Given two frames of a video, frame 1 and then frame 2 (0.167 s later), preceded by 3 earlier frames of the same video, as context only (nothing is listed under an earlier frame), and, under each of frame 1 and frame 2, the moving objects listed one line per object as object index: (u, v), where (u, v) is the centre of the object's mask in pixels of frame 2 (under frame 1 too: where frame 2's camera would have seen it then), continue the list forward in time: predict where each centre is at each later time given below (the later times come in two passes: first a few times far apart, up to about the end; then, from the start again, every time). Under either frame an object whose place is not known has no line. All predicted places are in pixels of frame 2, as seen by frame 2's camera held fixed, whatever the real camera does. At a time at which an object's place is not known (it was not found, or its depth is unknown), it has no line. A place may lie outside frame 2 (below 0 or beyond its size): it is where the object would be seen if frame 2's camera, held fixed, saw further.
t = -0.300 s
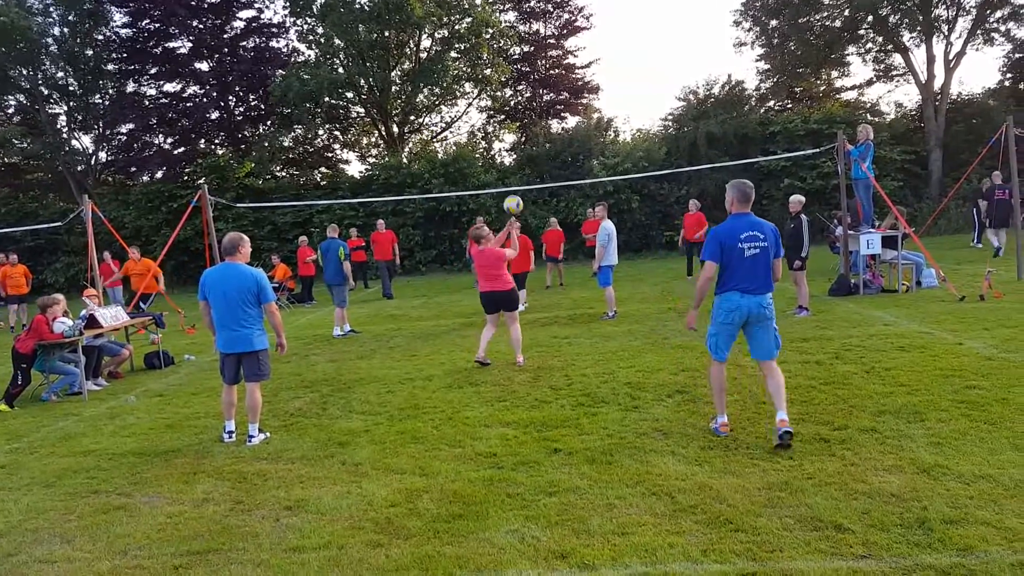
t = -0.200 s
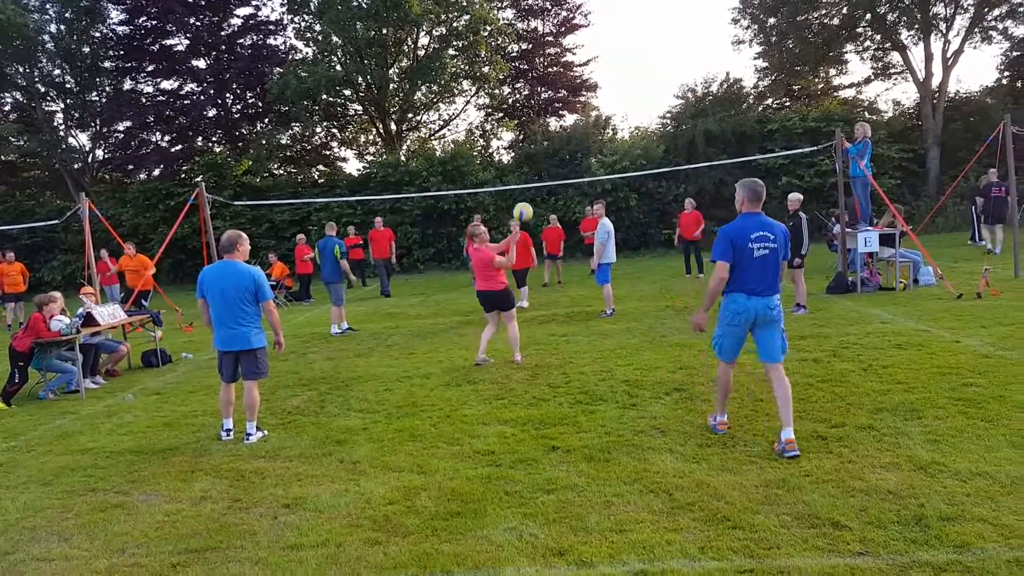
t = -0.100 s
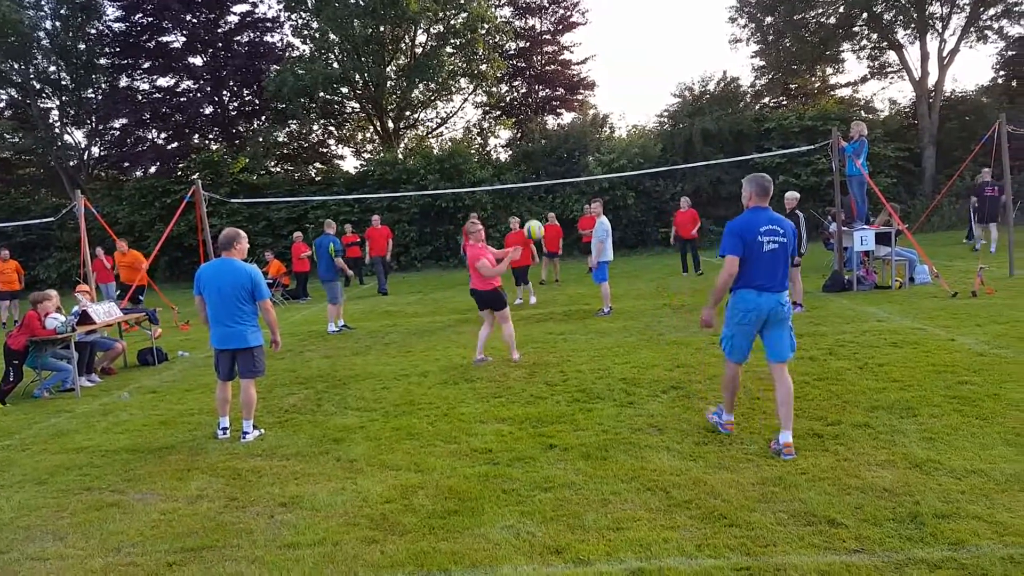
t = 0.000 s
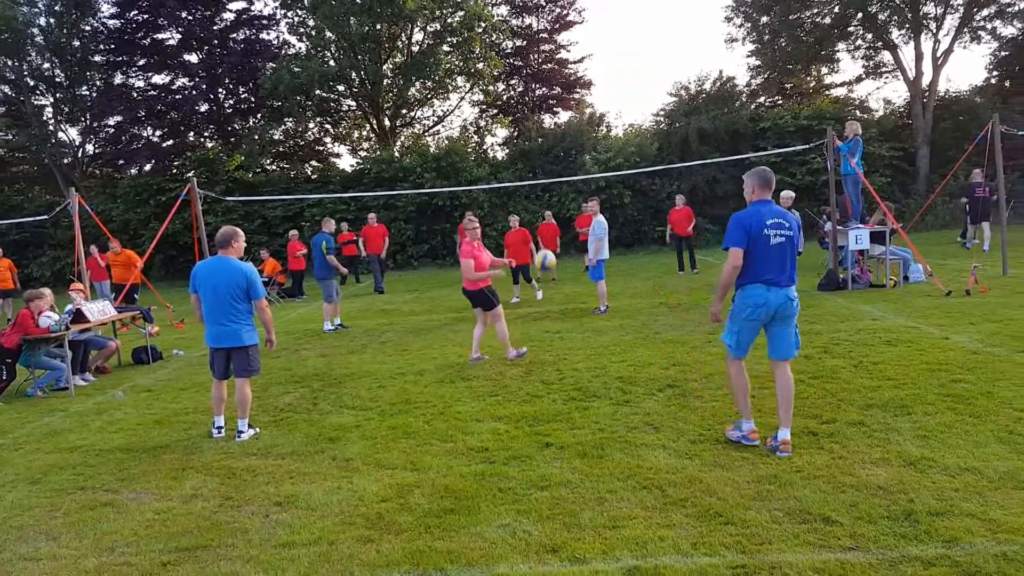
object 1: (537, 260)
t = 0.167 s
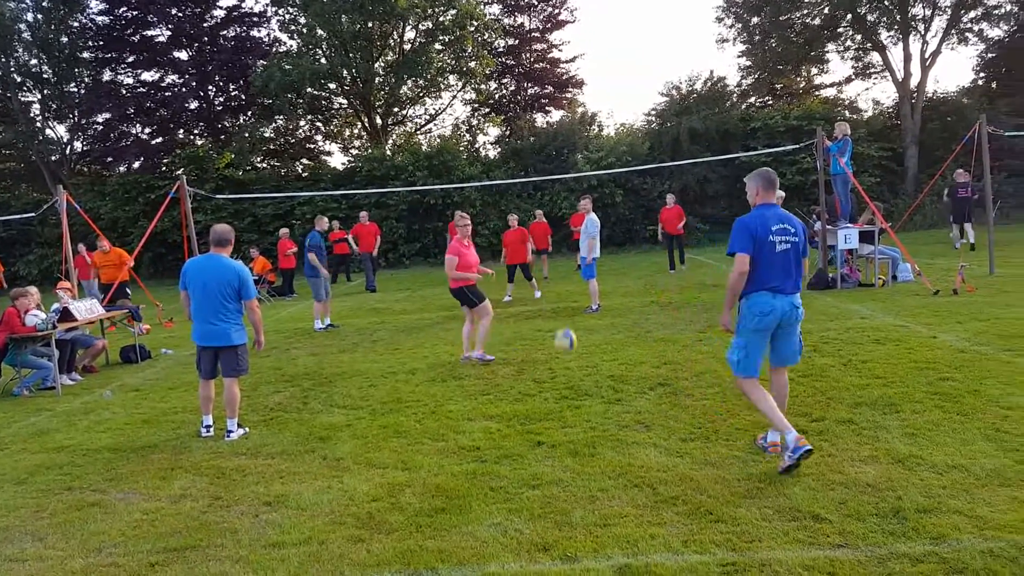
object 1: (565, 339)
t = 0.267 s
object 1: (579, 373)
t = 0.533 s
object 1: (596, 329)
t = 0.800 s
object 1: (622, 366)
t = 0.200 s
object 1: (572, 360)
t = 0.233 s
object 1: (577, 381)
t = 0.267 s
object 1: (579, 373)
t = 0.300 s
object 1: (581, 363)
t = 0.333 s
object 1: (583, 356)
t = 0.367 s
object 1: (584, 349)
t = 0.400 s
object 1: (586, 342)
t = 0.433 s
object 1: (588, 338)
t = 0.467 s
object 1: (591, 333)
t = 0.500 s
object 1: (594, 331)
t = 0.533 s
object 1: (596, 329)
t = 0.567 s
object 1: (599, 328)
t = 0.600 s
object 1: (601, 329)
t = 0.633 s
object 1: (605, 331)
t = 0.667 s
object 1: (607, 335)
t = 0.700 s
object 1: (610, 339)
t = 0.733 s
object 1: (614, 347)
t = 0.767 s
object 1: (618, 356)
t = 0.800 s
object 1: (622, 366)
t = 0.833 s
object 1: (627, 377)
